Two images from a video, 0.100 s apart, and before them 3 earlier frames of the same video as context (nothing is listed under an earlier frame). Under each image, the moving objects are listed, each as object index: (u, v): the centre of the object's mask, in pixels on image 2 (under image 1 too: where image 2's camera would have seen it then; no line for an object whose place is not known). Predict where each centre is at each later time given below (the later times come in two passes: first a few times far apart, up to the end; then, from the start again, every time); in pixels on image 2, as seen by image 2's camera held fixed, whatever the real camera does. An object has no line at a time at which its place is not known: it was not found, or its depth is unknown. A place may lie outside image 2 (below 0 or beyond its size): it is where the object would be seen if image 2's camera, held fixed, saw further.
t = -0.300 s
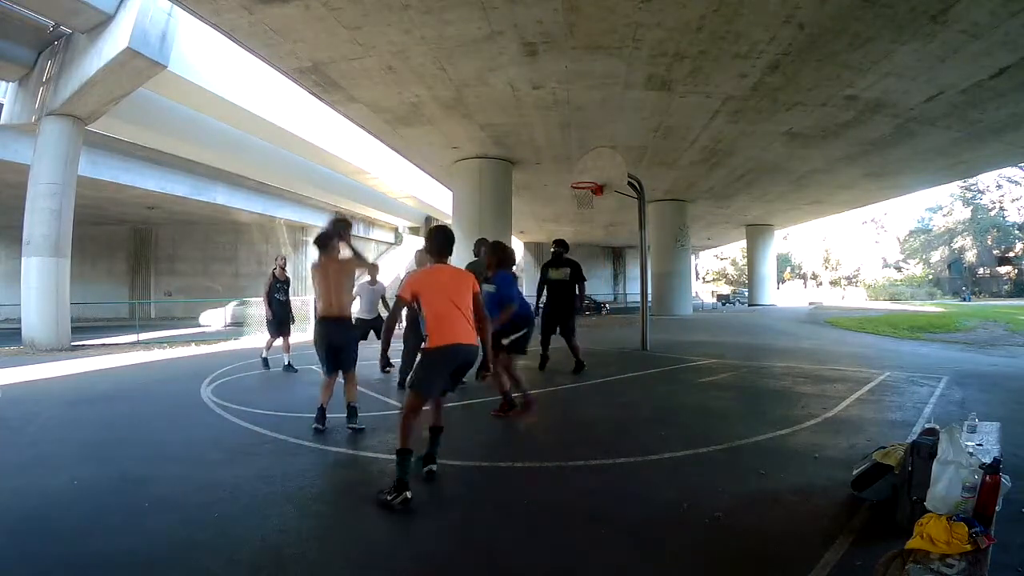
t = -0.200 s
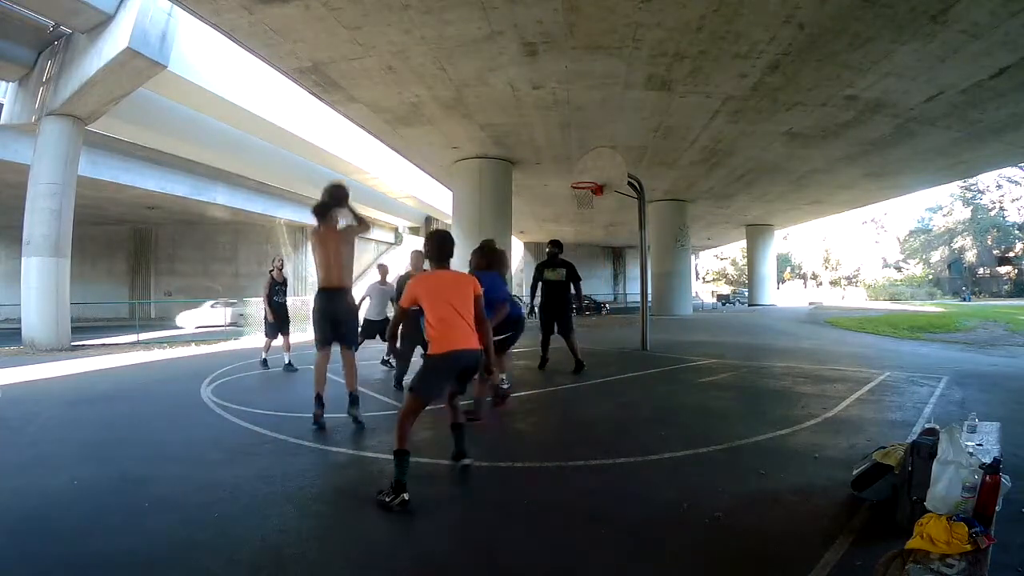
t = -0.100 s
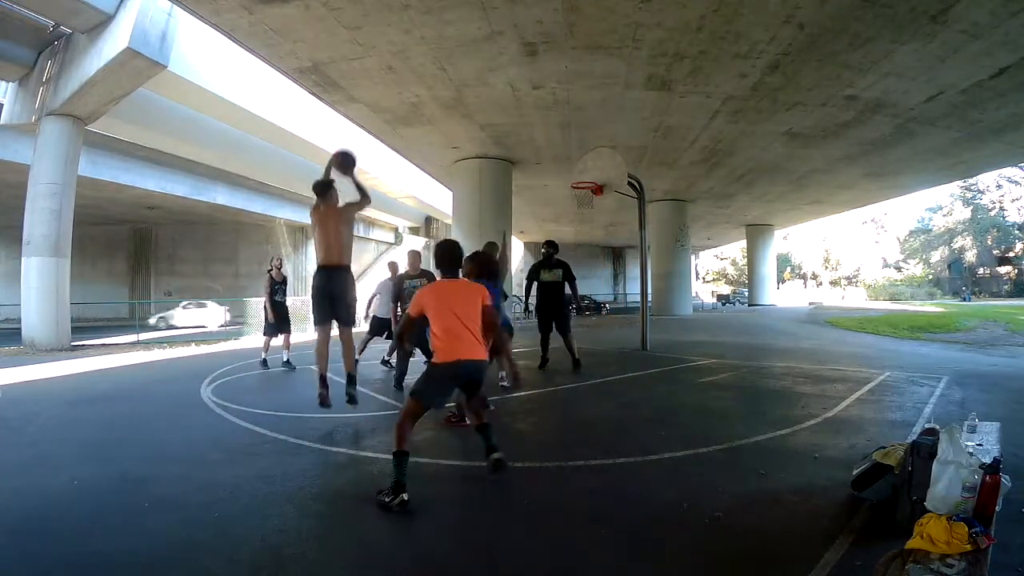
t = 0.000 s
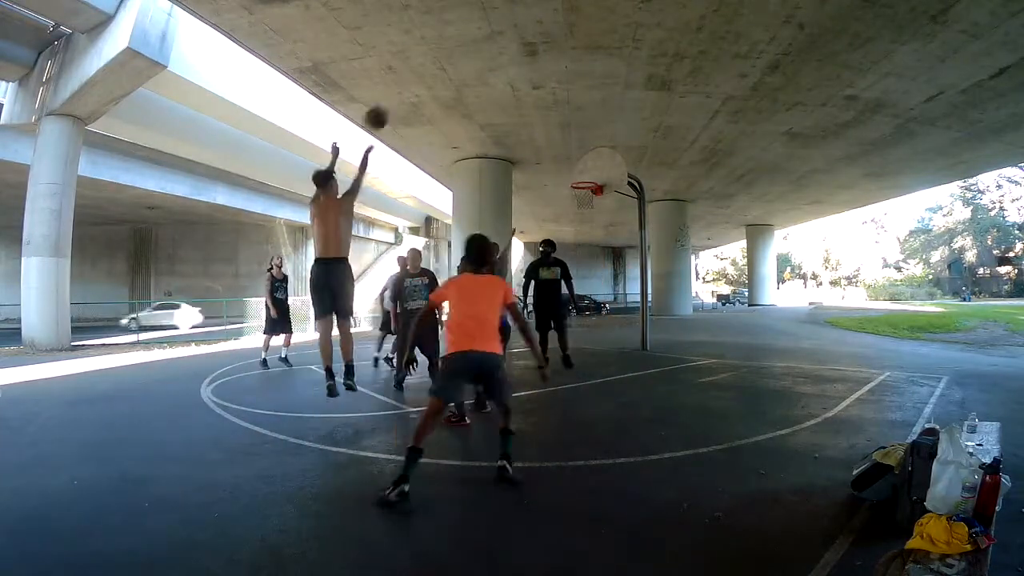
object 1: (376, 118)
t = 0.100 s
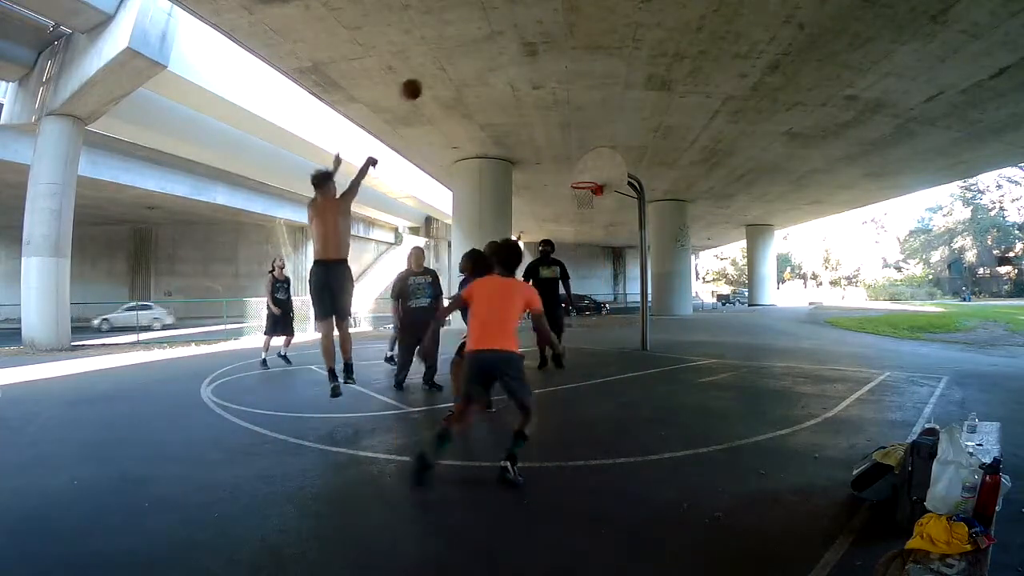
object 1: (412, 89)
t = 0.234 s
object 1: (451, 70)
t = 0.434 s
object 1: (496, 69)
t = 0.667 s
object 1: (536, 98)
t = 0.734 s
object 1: (546, 111)
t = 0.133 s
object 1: (422, 82)
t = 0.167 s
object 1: (432, 77)
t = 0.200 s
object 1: (442, 73)
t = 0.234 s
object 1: (451, 70)
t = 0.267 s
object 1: (459, 68)
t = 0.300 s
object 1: (467, 67)
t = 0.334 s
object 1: (475, 66)
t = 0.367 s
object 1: (482, 66)
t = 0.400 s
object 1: (489, 68)
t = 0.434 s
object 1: (496, 69)
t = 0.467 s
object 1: (502, 72)
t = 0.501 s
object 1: (509, 75)
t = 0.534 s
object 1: (514, 79)
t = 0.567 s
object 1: (520, 83)
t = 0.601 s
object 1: (526, 87)
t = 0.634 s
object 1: (531, 92)
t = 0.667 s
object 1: (536, 98)
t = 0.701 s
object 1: (542, 105)
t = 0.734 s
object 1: (546, 111)
